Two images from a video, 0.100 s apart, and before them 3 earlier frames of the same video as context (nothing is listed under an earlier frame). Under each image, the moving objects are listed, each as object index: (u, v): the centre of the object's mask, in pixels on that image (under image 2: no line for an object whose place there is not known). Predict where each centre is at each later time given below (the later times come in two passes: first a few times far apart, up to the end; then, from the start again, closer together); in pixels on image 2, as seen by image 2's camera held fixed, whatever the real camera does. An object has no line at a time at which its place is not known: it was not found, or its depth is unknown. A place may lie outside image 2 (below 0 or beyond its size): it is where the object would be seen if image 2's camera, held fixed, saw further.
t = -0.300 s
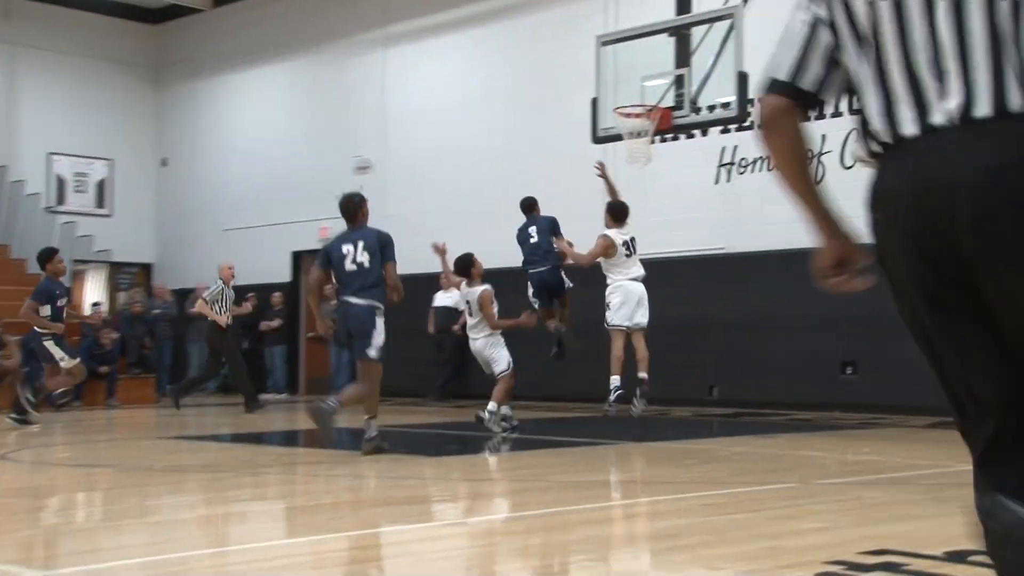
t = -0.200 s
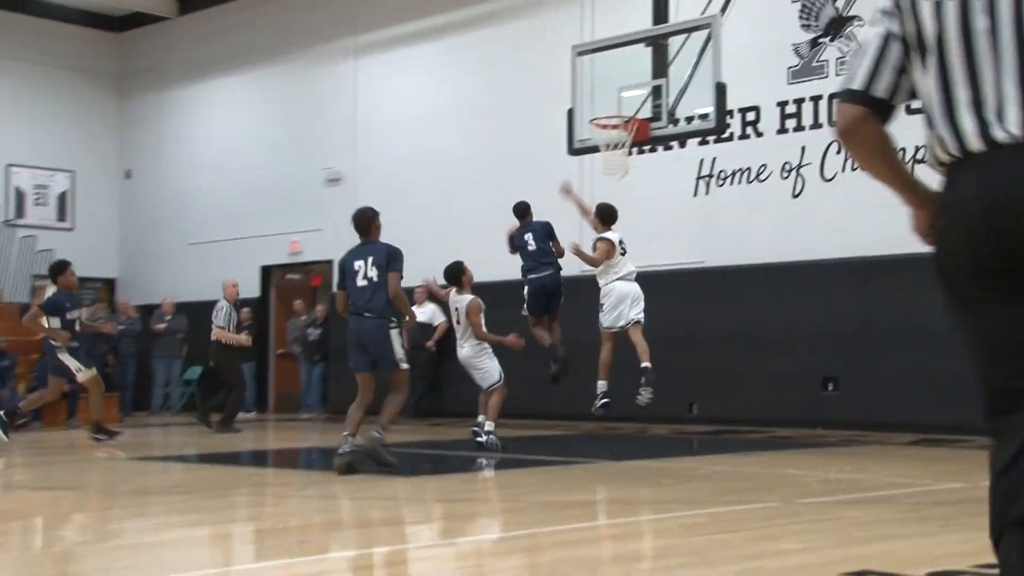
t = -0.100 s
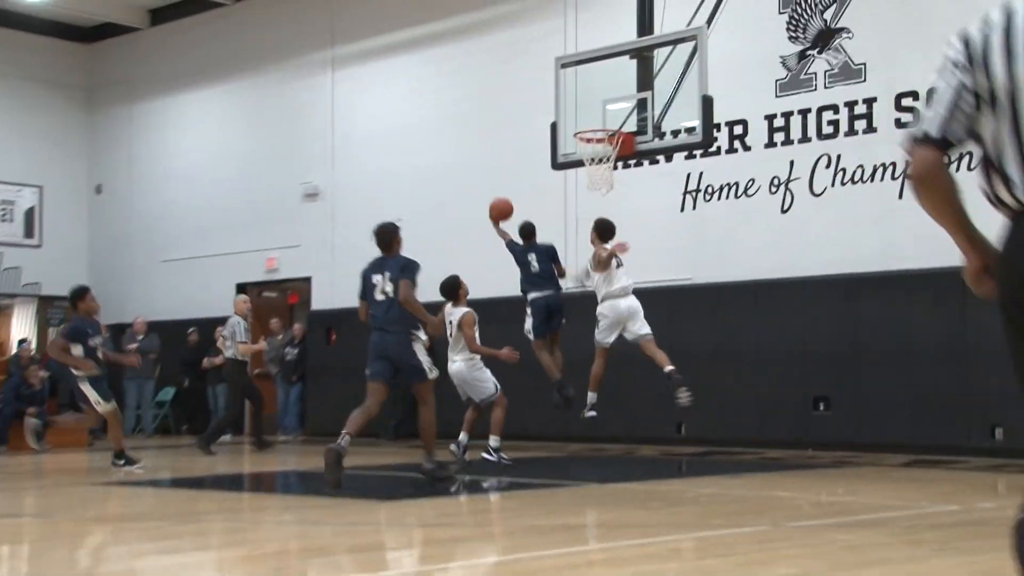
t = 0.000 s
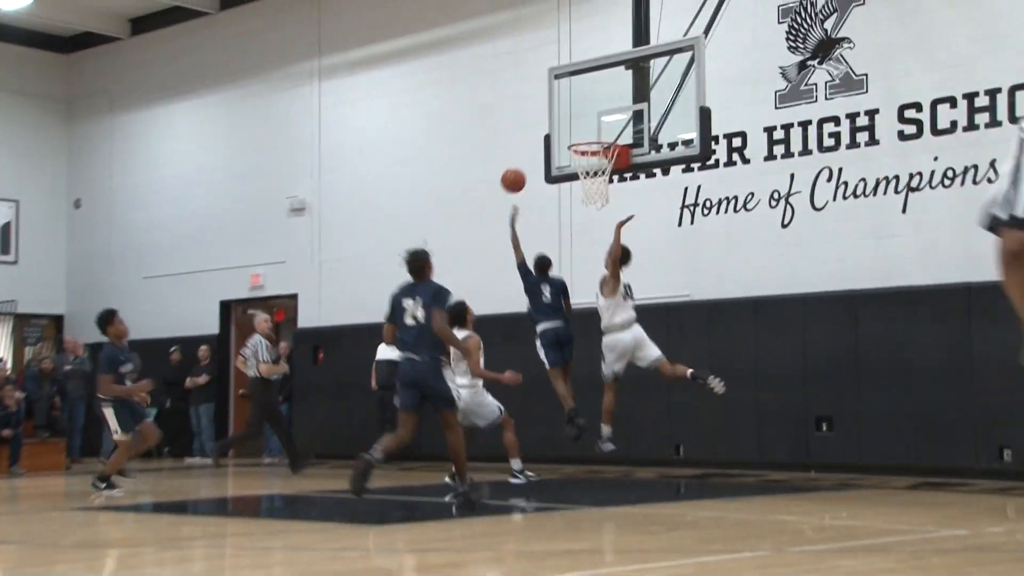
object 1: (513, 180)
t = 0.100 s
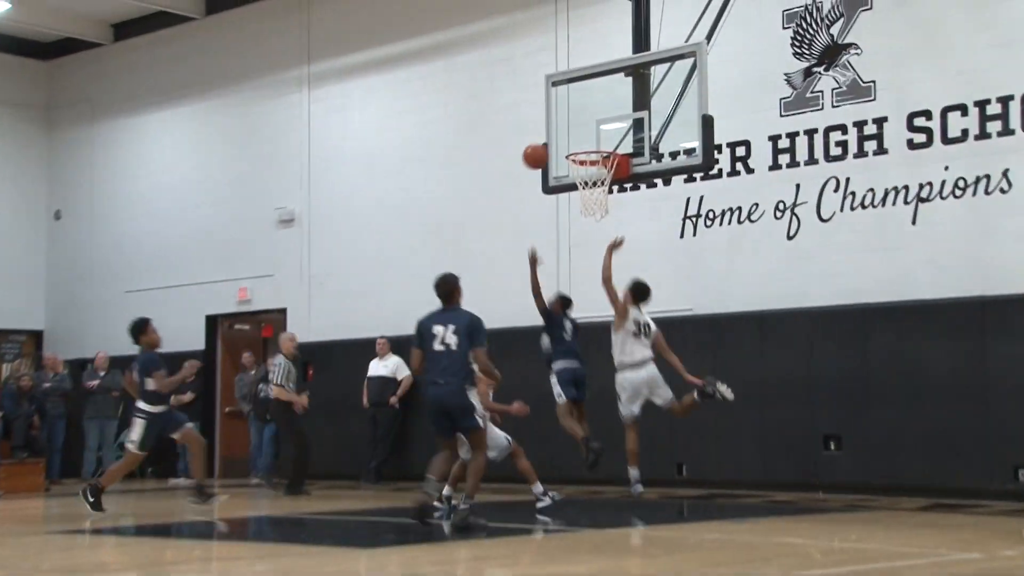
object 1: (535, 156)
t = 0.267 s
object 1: (579, 122)
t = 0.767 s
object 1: (593, 160)
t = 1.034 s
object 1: (602, 200)
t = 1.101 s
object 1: (599, 216)
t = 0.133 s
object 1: (544, 147)
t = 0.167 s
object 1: (553, 139)
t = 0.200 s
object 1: (562, 132)
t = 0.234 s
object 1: (571, 127)
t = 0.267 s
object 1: (579, 122)
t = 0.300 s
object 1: (588, 119)
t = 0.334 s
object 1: (591, 117)
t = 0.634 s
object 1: (594, 150)
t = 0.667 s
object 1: (588, 154)
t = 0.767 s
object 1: (593, 160)
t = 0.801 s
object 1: (599, 164)
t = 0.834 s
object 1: (603, 166)
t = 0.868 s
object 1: (606, 170)
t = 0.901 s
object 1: (606, 175)
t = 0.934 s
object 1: (606, 181)
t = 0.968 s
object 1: (605, 187)
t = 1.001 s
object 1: (603, 193)
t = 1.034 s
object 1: (602, 200)
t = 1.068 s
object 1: (600, 208)
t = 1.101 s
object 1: (599, 216)
